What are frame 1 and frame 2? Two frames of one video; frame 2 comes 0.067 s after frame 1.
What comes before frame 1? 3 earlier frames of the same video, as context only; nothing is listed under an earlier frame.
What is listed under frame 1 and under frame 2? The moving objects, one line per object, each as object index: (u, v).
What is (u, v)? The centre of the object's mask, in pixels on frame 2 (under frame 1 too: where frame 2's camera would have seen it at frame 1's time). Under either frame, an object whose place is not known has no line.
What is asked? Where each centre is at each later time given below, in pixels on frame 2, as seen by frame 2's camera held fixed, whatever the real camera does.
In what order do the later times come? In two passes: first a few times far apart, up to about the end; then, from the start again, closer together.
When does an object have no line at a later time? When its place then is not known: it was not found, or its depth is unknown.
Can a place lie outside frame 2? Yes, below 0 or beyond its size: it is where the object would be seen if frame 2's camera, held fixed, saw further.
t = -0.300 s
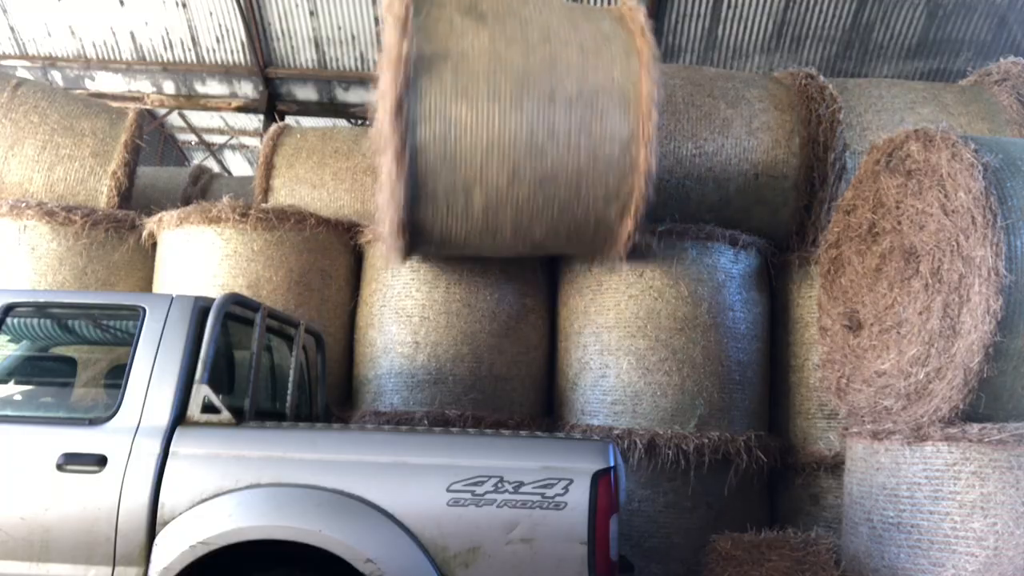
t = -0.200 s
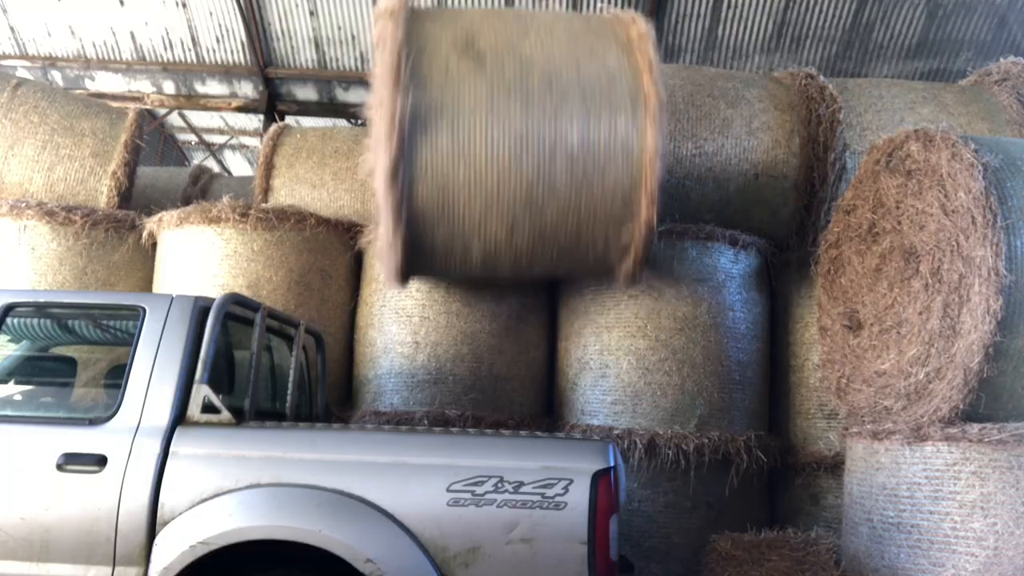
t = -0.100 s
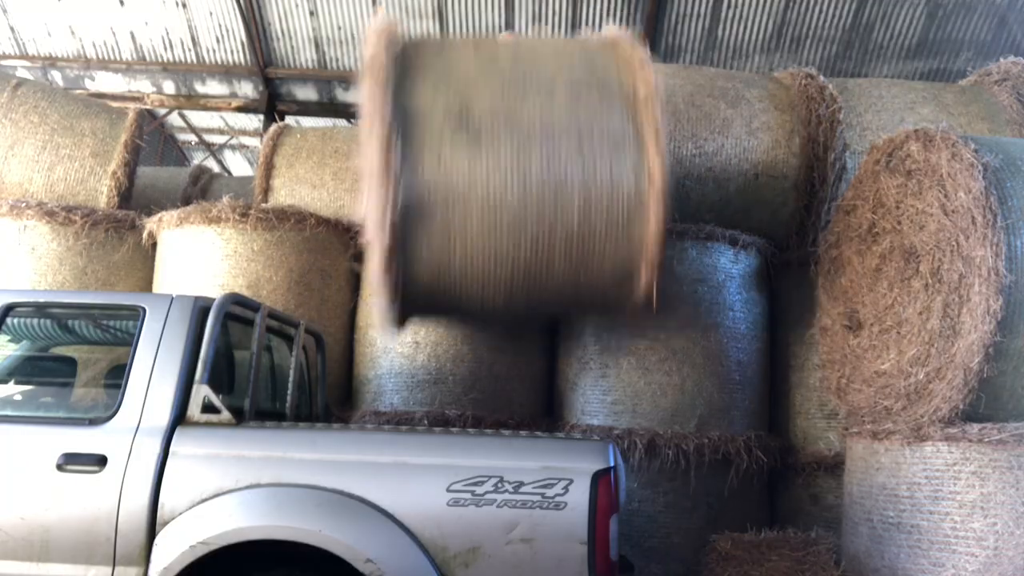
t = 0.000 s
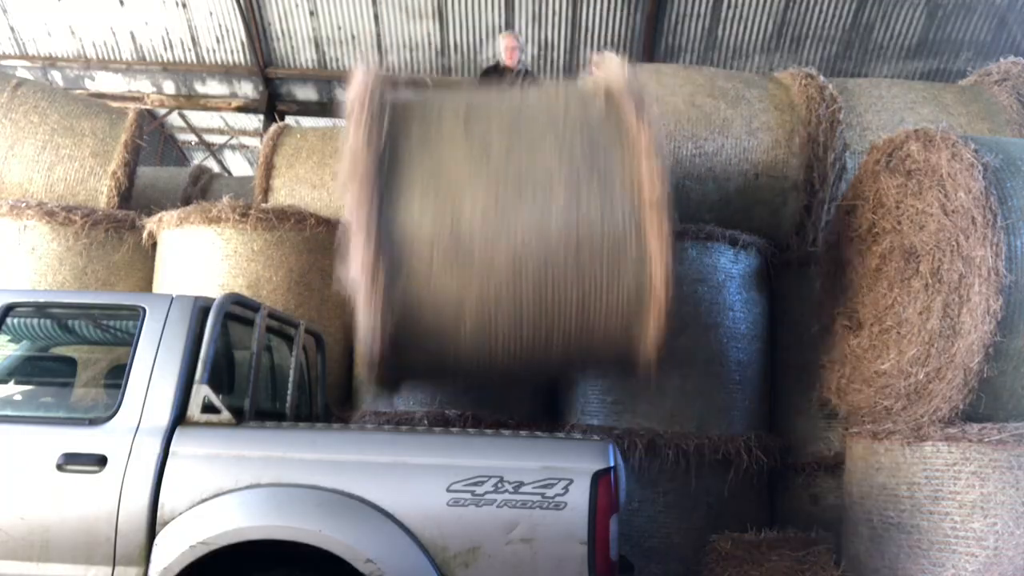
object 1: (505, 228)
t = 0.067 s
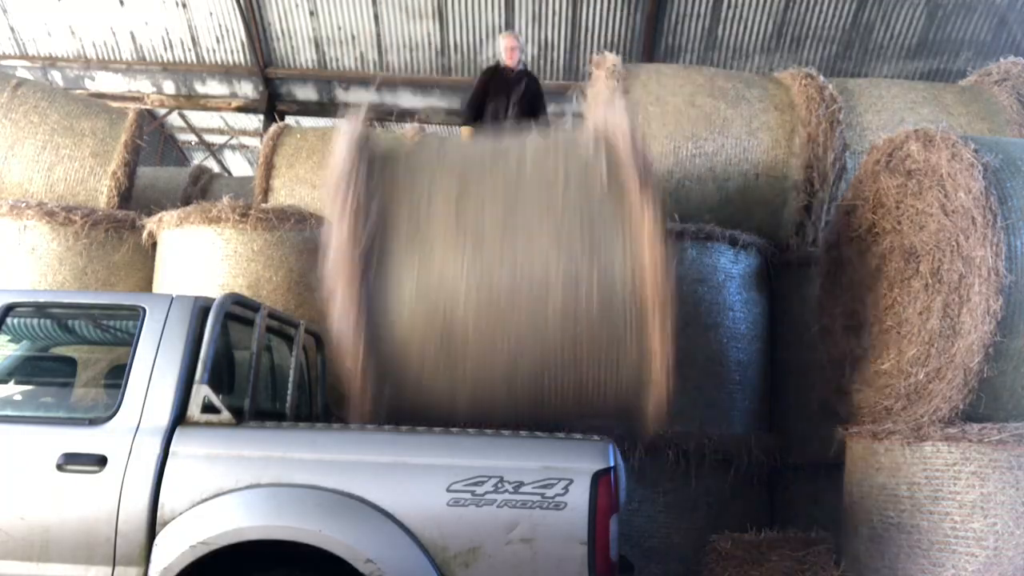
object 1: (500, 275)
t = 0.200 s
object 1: (467, 341)
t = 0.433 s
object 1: (460, 313)
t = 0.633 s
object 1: (437, 308)
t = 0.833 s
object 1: (425, 326)
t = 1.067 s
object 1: (425, 317)
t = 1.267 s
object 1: (425, 323)
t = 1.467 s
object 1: (427, 320)
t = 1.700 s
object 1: (426, 321)
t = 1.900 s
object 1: (426, 321)
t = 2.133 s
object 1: (427, 321)
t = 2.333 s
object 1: (427, 321)
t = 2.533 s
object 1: (427, 321)
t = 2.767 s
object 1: (426, 321)
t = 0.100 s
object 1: (497, 293)
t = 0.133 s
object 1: (492, 317)
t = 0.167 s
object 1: (481, 332)
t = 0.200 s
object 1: (467, 341)
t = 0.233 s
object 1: (455, 350)
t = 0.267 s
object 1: (449, 349)
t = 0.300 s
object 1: (451, 343)
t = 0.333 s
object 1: (454, 337)
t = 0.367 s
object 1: (457, 329)
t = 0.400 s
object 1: (459, 320)
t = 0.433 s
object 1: (460, 313)
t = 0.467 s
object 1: (451, 308)
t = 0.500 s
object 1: (453, 306)
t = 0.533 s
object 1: (447, 304)
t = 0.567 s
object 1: (440, 305)
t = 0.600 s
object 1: (439, 305)
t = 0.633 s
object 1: (437, 308)
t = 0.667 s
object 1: (433, 312)
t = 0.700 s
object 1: (429, 317)
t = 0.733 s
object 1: (424, 321)
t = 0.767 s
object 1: (426, 324)
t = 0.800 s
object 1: (427, 325)
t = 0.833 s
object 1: (425, 326)
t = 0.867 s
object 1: (426, 325)
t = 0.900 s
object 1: (427, 323)
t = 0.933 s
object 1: (426, 321)
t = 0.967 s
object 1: (424, 319)
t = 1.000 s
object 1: (425, 318)
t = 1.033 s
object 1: (425, 318)
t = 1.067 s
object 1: (425, 317)
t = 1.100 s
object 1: (424, 318)
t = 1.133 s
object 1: (425, 319)
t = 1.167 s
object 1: (424, 320)
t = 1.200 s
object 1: (425, 322)
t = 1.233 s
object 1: (426, 322)
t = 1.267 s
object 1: (425, 323)
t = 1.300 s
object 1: (426, 323)
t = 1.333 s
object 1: (426, 323)
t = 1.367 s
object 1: (427, 323)
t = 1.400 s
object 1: (426, 322)
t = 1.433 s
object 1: (426, 321)
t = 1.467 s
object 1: (427, 320)
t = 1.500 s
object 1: (427, 320)
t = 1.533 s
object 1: (427, 320)
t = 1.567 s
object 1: (426, 320)
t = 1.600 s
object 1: (426, 320)
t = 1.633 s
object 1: (426, 321)
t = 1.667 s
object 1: (426, 321)
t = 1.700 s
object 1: (426, 321)
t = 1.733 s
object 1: (426, 321)
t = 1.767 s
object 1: (426, 321)
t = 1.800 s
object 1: (426, 321)
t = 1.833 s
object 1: (426, 321)
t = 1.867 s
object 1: (426, 321)
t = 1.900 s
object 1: (426, 321)
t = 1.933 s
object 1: (426, 321)
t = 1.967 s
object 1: (426, 321)
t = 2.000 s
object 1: (426, 321)
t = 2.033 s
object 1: (427, 321)
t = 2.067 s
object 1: (427, 321)
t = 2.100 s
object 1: (427, 321)
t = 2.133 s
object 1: (427, 321)
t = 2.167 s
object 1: (428, 321)
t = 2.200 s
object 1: (427, 321)
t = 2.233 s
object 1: (428, 321)
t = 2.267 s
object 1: (427, 321)
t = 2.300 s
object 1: (427, 321)
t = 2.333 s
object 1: (427, 321)
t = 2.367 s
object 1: (427, 321)
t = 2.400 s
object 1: (427, 321)
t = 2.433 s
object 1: (427, 321)
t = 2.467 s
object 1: (427, 321)
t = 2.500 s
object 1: (427, 321)
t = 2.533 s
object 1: (427, 321)
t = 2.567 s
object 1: (427, 321)
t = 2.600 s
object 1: (427, 321)
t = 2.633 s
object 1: (427, 321)
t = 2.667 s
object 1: (427, 321)
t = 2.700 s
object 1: (427, 321)
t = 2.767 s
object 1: (426, 321)
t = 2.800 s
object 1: (426, 321)
